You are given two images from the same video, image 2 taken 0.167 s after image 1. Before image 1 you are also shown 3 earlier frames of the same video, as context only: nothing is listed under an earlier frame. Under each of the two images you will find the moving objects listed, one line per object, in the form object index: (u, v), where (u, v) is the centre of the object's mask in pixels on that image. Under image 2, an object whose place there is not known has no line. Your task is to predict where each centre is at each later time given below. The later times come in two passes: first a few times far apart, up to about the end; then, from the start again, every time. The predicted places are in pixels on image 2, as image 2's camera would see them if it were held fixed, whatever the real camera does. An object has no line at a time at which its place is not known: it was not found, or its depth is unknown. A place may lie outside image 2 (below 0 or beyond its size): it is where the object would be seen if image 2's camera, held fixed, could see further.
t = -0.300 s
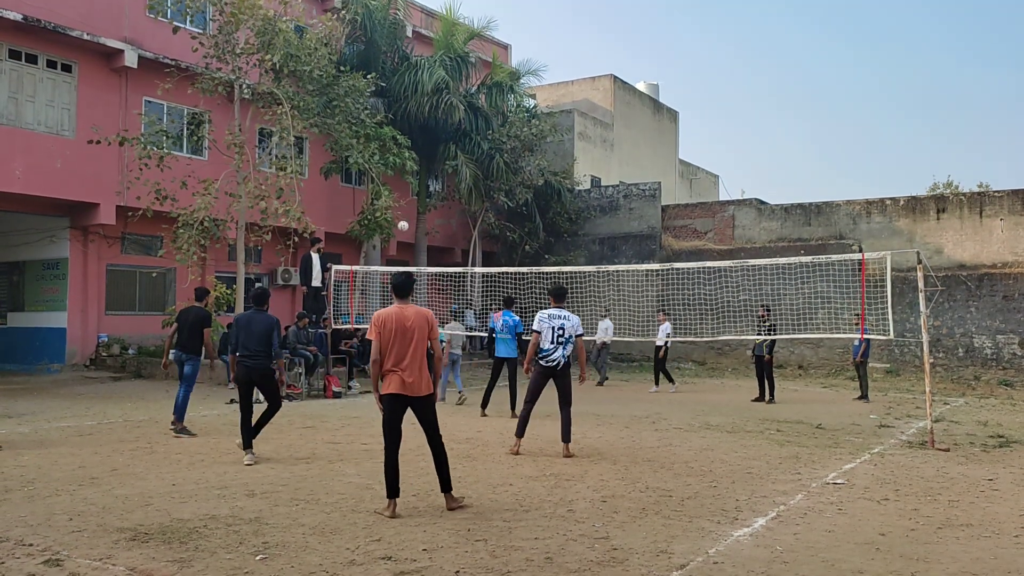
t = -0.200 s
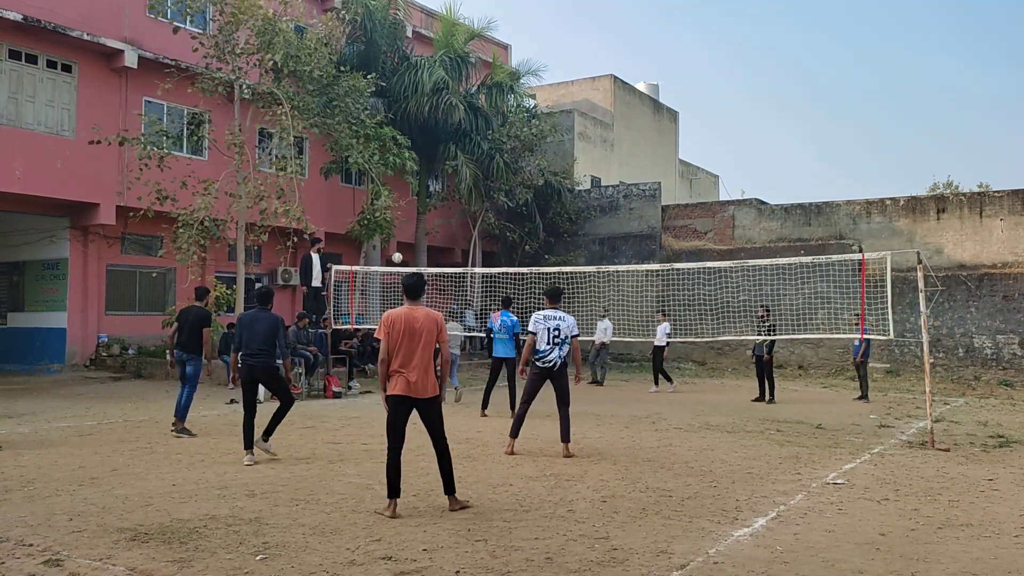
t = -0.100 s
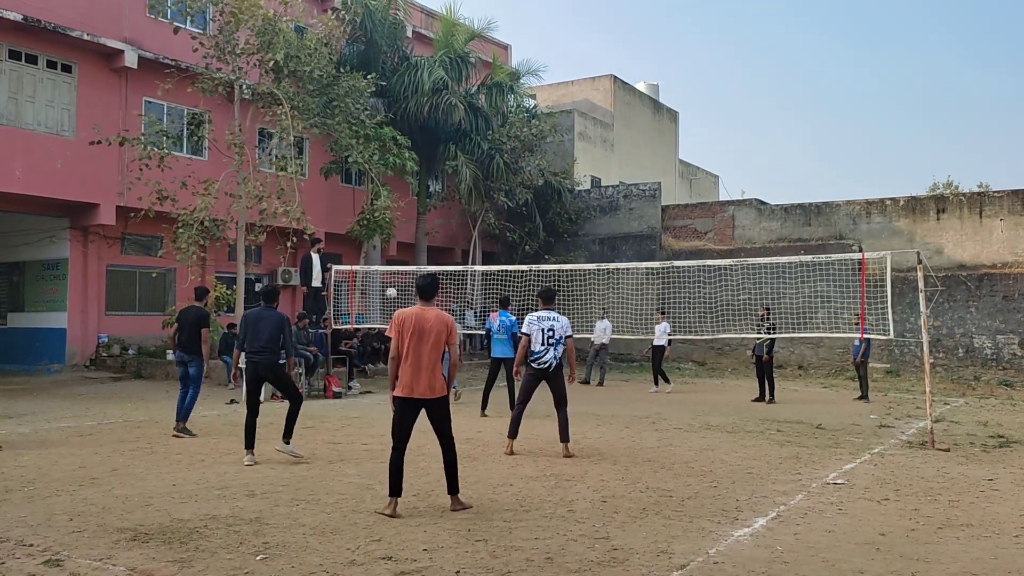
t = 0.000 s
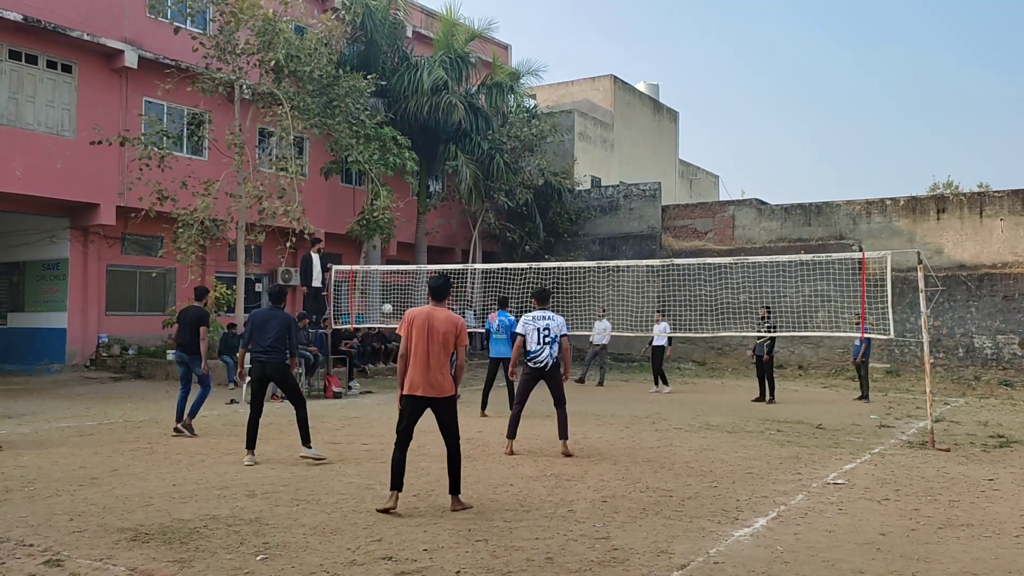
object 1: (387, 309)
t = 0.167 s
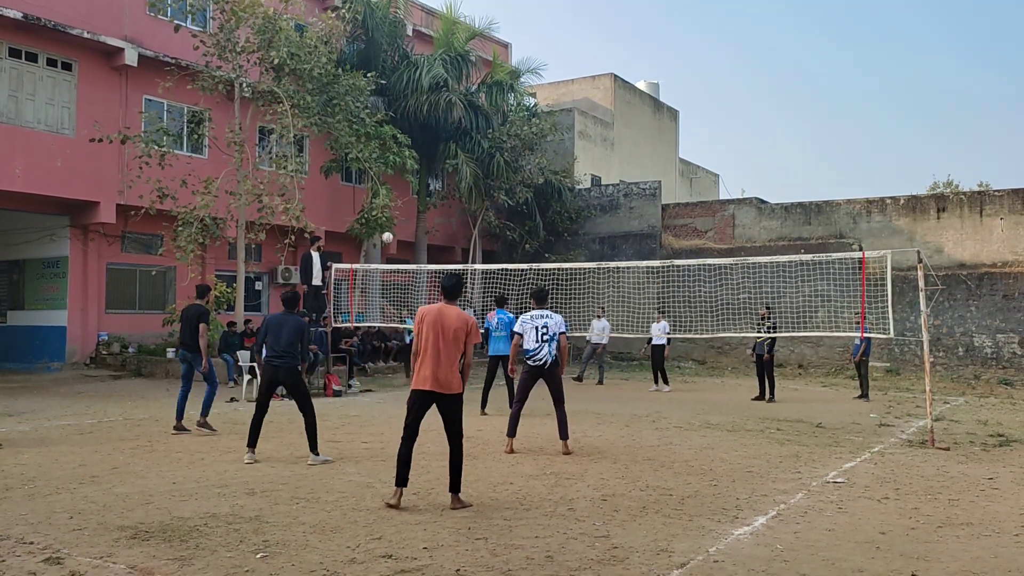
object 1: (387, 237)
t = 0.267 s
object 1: (387, 199)
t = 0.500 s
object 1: (385, 122)
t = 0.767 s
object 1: (380, 58)
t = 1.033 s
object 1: (372, 26)
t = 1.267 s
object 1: (363, 31)
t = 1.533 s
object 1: (351, 92)
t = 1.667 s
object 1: (342, 153)
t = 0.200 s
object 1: (387, 224)
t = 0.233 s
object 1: (387, 211)
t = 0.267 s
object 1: (387, 199)
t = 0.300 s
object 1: (387, 187)
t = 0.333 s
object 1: (387, 175)
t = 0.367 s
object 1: (386, 164)
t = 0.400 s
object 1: (386, 153)
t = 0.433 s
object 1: (386, 142)
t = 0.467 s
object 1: (385, 132)
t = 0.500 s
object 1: (385, 122)
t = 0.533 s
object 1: (384, 113)
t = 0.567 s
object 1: (384, 104)
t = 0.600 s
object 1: (383, 95)
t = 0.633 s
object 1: (382, 87)
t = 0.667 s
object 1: (382, 79)
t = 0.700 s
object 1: (381, 72)
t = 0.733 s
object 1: (380, 65)
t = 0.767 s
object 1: (380, 58)
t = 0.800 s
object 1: (379, 52)
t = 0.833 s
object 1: (378, 47)
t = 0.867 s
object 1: (377, 42)
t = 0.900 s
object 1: (376, 37)
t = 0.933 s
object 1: (375, 34)
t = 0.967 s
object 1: (374, 30)
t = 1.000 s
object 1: (373, 28)
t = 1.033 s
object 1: (372, 26)
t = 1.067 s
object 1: (371, 24)
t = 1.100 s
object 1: (370, 24)
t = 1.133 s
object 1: (369, 24)
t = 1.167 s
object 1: (368, 24)
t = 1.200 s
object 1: (366, 26)
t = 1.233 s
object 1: (365, 28)
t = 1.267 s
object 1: (363, 31)
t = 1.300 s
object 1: (362, 35)
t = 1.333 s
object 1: (361, 40)
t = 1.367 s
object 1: (359, 46)
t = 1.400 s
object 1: (358, 53)
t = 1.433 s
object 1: (356, 61)
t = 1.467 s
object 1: (355, 71)
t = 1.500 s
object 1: (352, 81)
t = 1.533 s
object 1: (351, 92)
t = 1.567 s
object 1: (349, 105)
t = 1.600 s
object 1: (347, 120)
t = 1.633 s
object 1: (345, 135)
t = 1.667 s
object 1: (342, 153)
